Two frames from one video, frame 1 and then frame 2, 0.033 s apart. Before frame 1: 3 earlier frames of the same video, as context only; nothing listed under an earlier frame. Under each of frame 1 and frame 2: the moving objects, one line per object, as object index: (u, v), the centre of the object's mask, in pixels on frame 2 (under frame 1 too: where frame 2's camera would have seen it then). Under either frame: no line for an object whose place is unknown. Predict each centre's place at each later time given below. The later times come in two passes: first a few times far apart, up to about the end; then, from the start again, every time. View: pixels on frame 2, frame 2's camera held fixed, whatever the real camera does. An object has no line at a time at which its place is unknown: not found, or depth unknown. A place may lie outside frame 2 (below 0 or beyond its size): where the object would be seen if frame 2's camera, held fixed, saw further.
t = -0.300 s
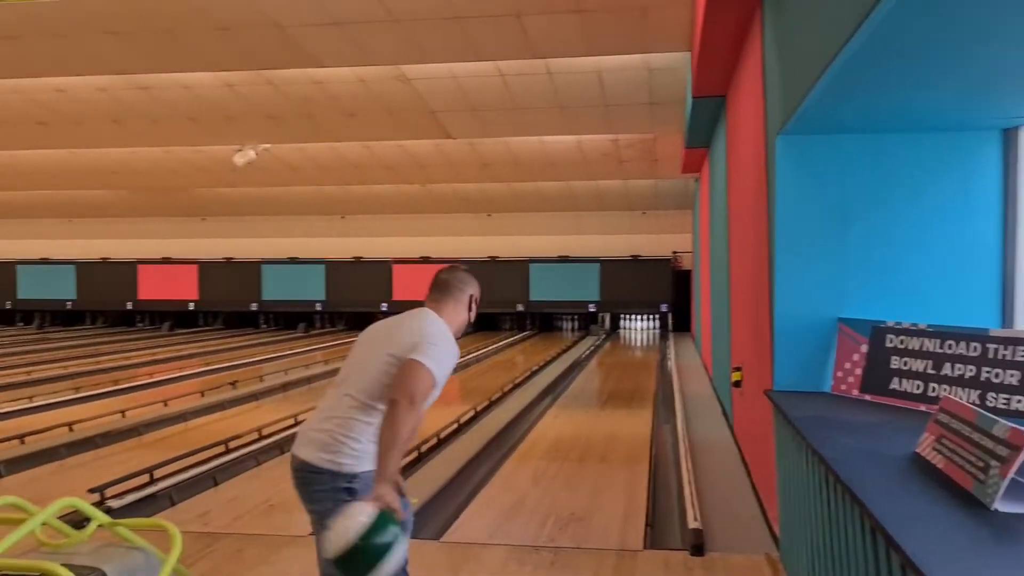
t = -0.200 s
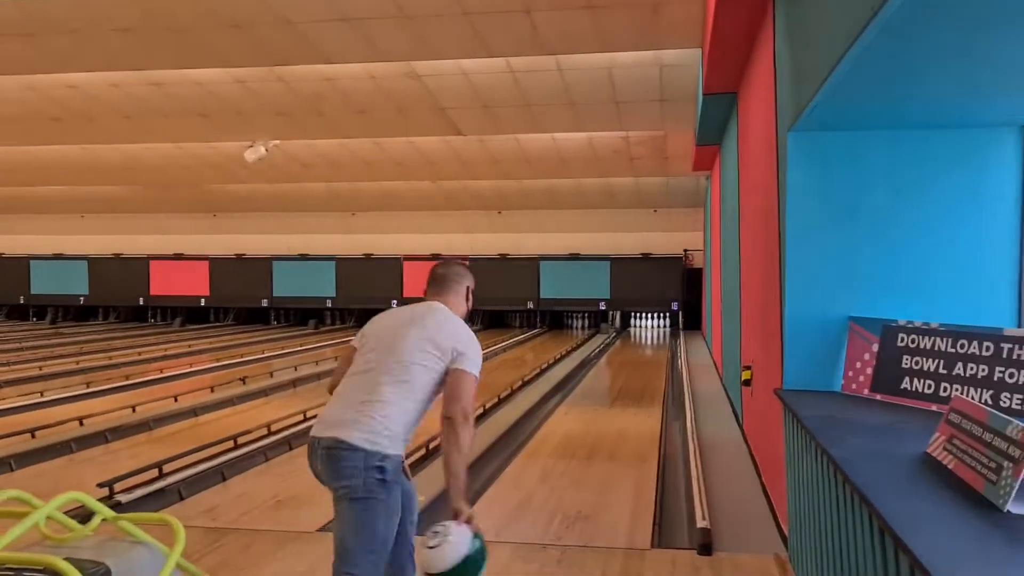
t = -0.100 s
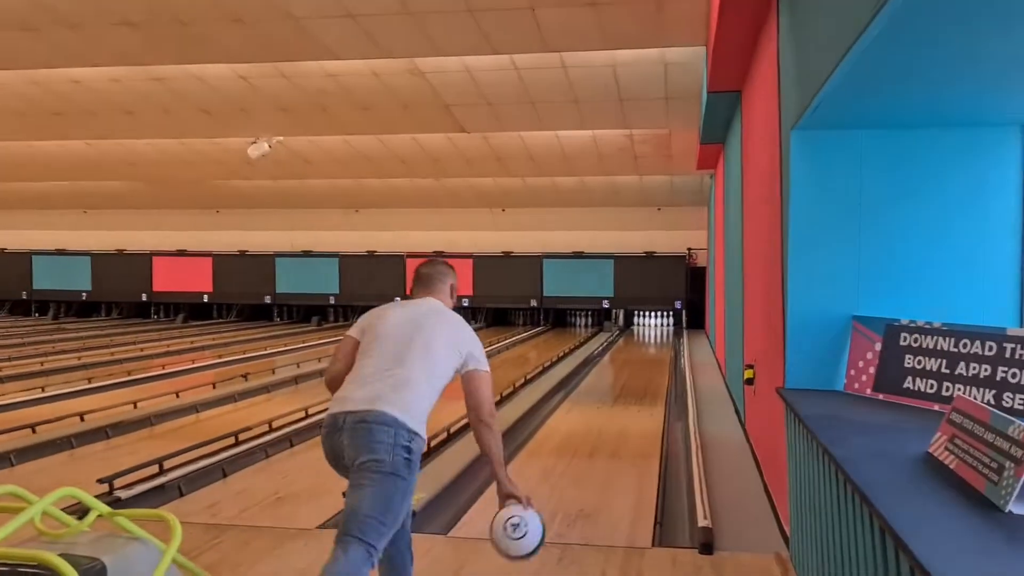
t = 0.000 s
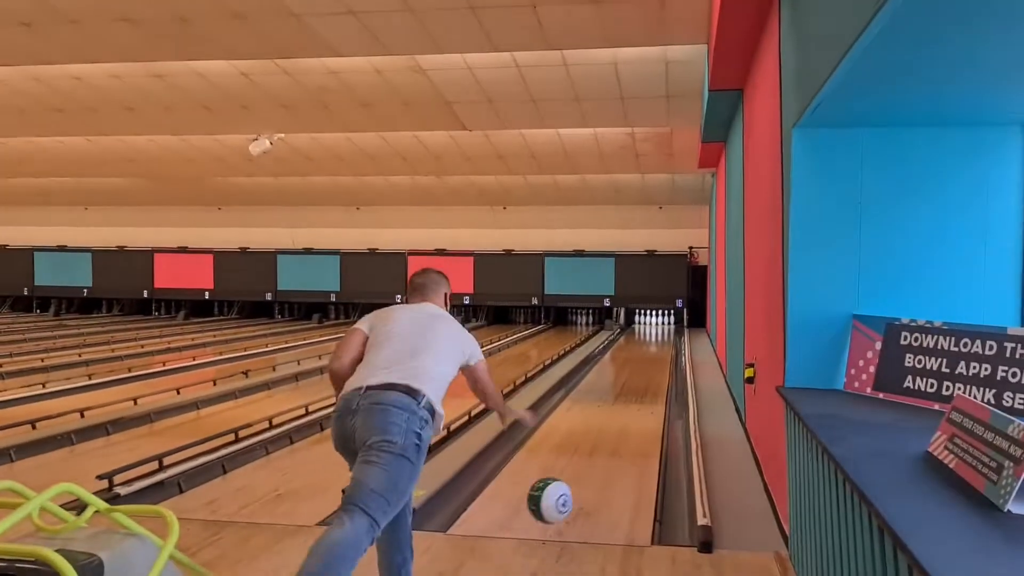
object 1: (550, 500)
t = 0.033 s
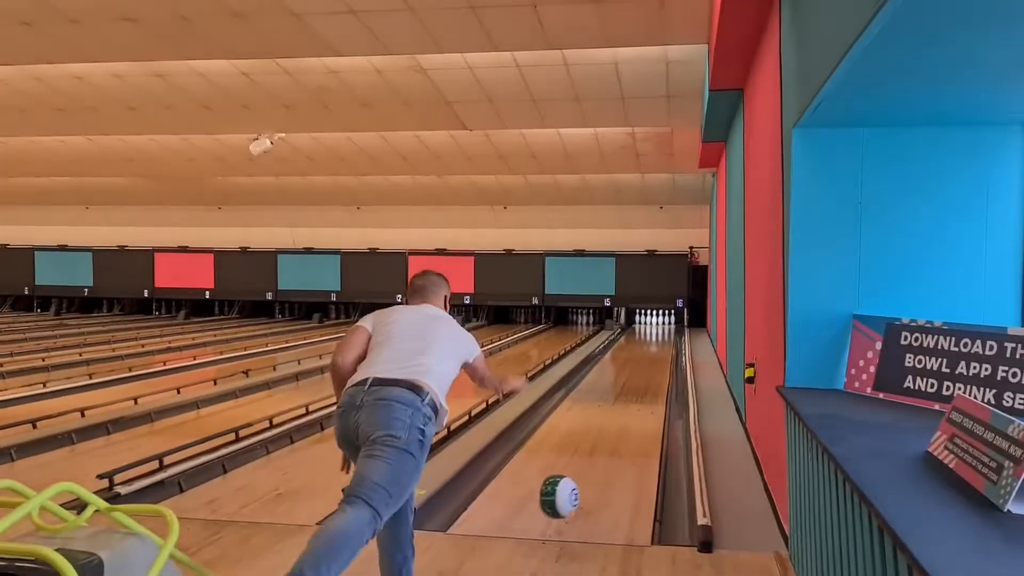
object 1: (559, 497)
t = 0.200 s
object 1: (589, 471)
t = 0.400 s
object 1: (611, 430)
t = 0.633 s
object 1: (628, 400)
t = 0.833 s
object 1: (636, 384)
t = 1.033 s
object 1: (643, 370)
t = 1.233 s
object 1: (647, 361)
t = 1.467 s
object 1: (651, 350)
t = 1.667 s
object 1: (652, 345)
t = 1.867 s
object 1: (654, 339)
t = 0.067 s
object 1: (567, 495)
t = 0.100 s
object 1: (572, 496)
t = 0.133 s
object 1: (578, 488)
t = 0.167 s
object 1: (583, 478)
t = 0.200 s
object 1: (589, 471)
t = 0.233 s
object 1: (593, 462)
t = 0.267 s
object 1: (597, 454)
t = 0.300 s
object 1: (601, 447)
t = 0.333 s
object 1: (605, 441)
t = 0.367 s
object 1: (608, 435)
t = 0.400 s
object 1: (611, 430)
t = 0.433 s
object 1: (614, 425)
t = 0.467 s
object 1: (617, 420)
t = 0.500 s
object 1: (619, 416)
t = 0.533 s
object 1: (621, 411)
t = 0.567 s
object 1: (624, 407)
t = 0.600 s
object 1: (626, 403)
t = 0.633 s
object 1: (628, 400)
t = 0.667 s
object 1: (629, 397)
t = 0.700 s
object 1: (631, 394)
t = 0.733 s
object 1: (632, 391)
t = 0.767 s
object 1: (634, 388)
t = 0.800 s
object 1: (635, 386)
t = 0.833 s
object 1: (636, 384)
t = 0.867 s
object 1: (637, 381)
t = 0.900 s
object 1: (638, 379)
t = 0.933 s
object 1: (640, 377)
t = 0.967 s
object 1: (641, 374)
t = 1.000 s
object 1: (642, 372)
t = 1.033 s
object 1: (643, 370)
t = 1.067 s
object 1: (644, 368)
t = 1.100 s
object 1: (645, 366)
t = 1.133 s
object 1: (645, 365)
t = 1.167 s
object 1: (646, 364)
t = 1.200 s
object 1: (646, 362)
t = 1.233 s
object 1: (647, 361)
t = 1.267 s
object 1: (648, 359)
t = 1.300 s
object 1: (648, 358)
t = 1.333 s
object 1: (649, 357)
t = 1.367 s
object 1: (649, 355)
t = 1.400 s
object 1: (650, 353)
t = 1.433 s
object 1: (650, 352)
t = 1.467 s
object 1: (651, 350)
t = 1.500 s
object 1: (652, 350)
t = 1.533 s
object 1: (652, 349)
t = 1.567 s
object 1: (652, 348)
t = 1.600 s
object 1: (652, 347)
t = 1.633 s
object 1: (652, 346)
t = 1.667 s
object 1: (652, 345)
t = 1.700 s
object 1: (653, 344)
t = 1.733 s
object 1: (653, 342)
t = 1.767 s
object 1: (654, 342)
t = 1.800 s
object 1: (654, 341)
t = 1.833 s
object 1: (655, 340)
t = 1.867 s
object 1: (654, 339)
